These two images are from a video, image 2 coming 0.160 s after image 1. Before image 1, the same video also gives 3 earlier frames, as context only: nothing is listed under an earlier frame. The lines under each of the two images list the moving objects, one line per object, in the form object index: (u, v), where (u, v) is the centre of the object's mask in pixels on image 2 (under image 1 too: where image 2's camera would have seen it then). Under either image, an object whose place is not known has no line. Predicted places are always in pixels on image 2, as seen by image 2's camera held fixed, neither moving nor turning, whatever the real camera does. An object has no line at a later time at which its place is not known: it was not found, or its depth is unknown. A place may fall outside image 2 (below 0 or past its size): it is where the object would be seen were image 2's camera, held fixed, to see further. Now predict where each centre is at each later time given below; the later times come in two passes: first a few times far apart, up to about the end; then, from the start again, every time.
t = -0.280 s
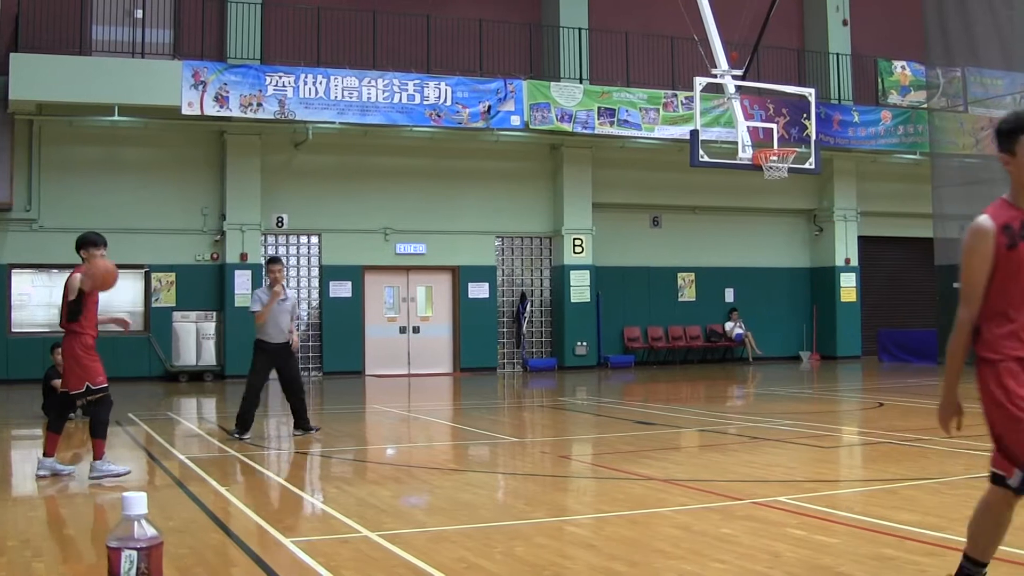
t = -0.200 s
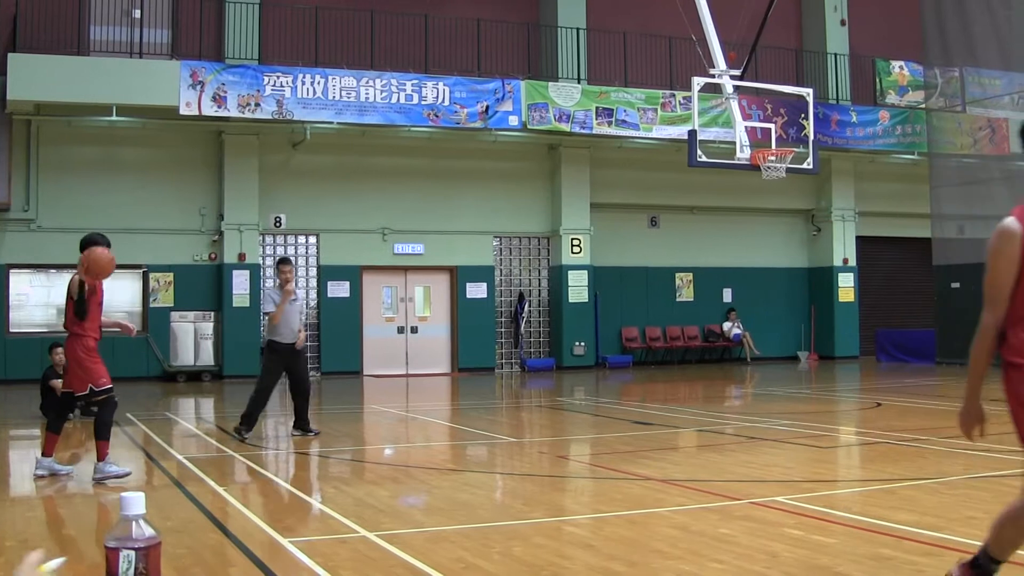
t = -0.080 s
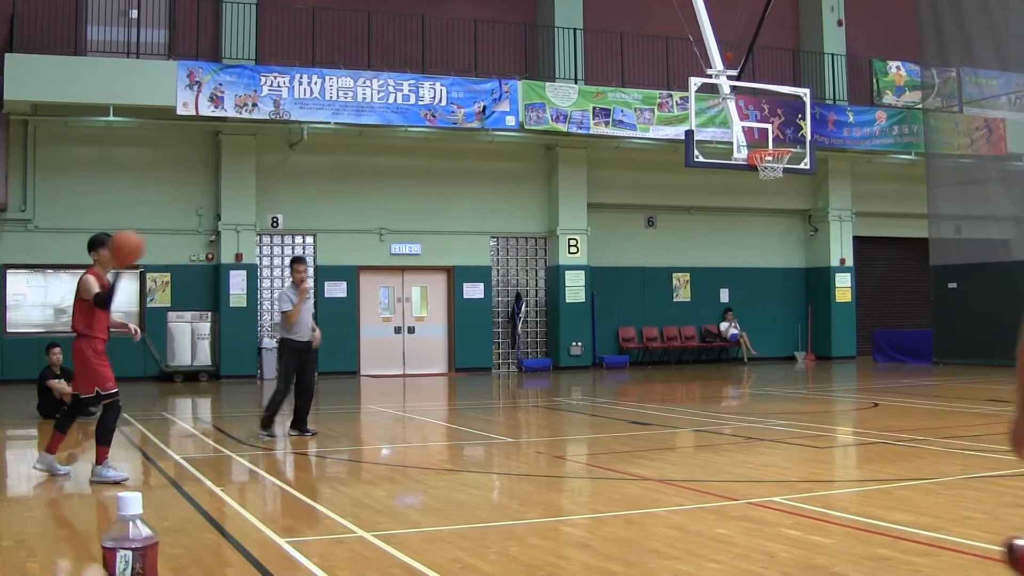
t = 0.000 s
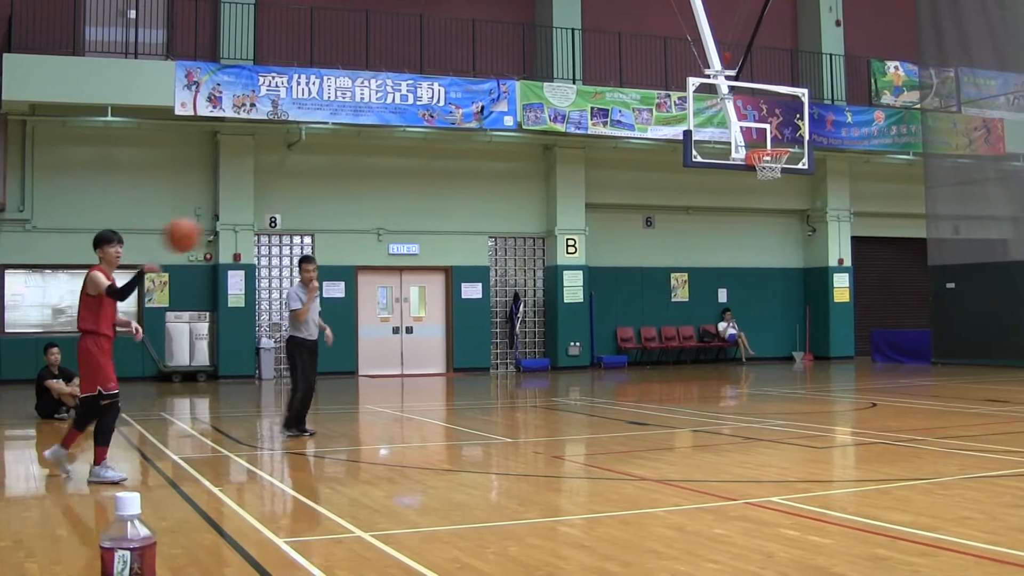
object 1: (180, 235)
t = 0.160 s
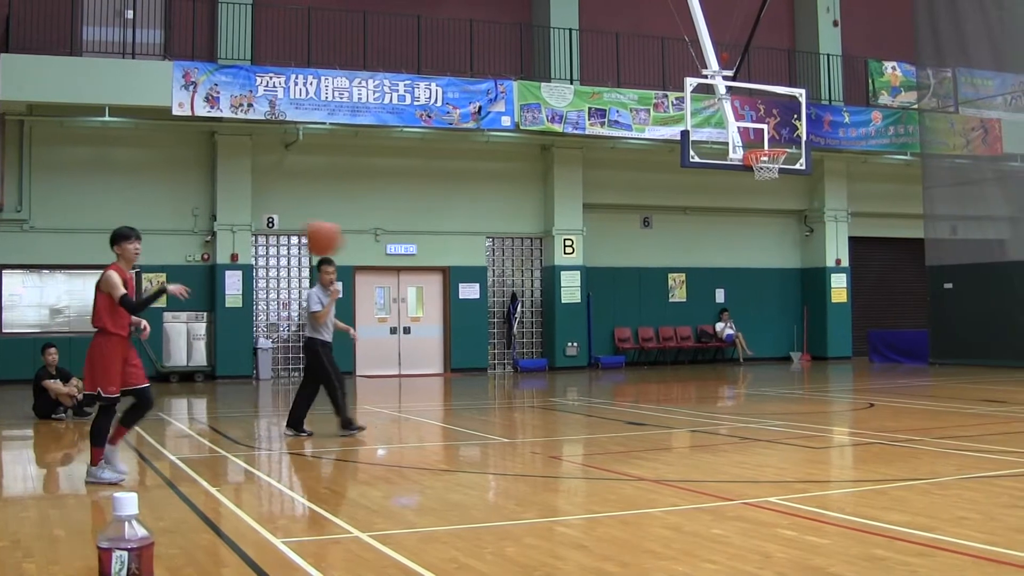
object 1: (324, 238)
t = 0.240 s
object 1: (397, 256)
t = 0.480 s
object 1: (646, 370)
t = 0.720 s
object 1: (856, 428)
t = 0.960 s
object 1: (975, 325)
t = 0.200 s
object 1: (359, 246)
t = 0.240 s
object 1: (397, 256)
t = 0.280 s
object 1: (438, 268)
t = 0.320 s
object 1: (477, 283)
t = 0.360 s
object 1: (522, 302)
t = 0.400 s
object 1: (561, 323)
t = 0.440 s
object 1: (605, 346)
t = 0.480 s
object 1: (646, 370)
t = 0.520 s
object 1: (691, 400)
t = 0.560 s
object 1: (739, 437)
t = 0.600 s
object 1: (780, 472)
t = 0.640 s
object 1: (817, 484)
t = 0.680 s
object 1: (835, 456)
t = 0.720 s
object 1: (856, 428)
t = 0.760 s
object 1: (875, 403)
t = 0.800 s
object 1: (895, 380)
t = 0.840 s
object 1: (915, 362)
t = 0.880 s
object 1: (935, 349)
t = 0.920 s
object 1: (956, 335)
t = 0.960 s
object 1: (975, 325)
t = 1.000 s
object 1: (996, 317)
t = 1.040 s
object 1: (1014, 312)
